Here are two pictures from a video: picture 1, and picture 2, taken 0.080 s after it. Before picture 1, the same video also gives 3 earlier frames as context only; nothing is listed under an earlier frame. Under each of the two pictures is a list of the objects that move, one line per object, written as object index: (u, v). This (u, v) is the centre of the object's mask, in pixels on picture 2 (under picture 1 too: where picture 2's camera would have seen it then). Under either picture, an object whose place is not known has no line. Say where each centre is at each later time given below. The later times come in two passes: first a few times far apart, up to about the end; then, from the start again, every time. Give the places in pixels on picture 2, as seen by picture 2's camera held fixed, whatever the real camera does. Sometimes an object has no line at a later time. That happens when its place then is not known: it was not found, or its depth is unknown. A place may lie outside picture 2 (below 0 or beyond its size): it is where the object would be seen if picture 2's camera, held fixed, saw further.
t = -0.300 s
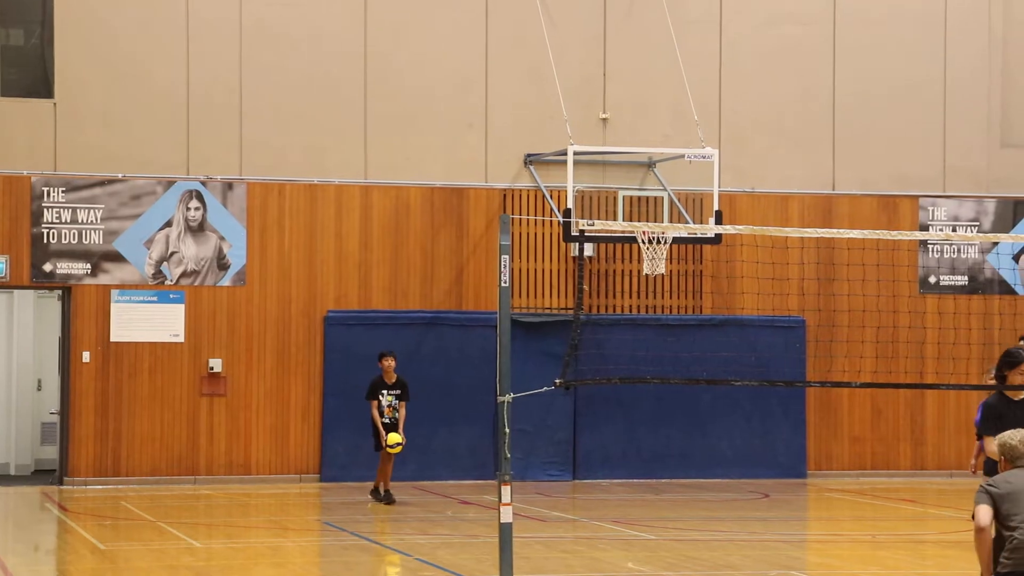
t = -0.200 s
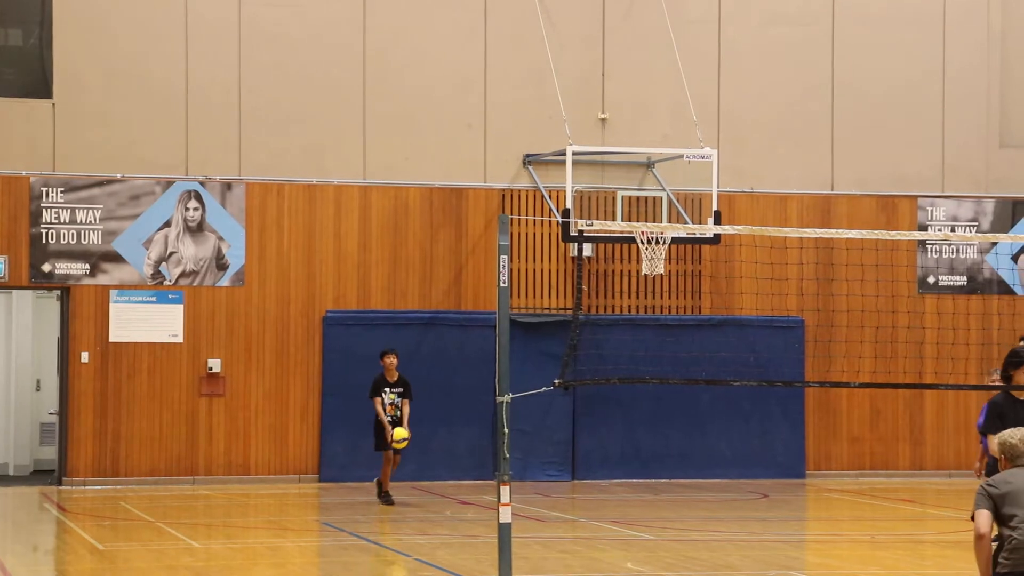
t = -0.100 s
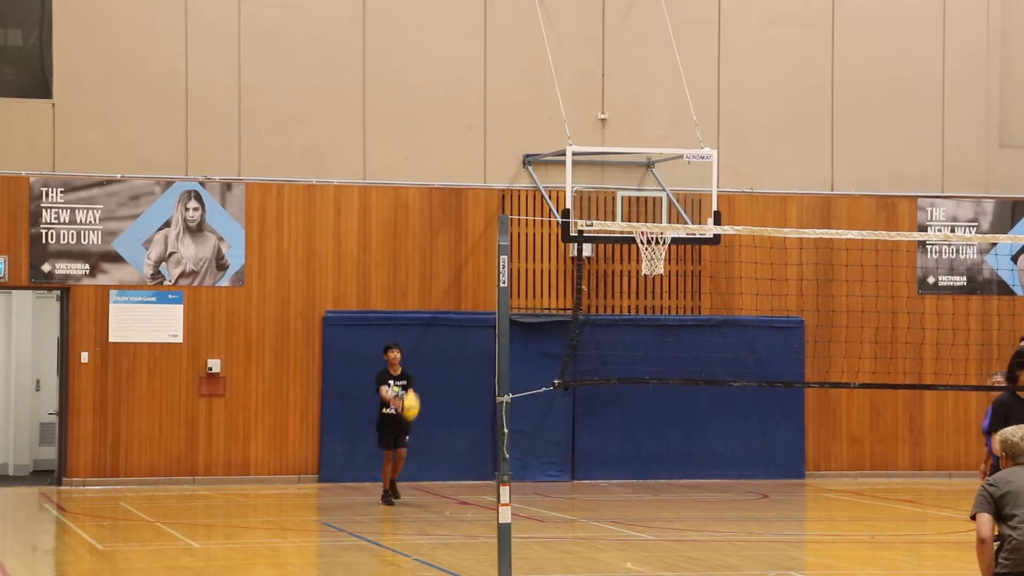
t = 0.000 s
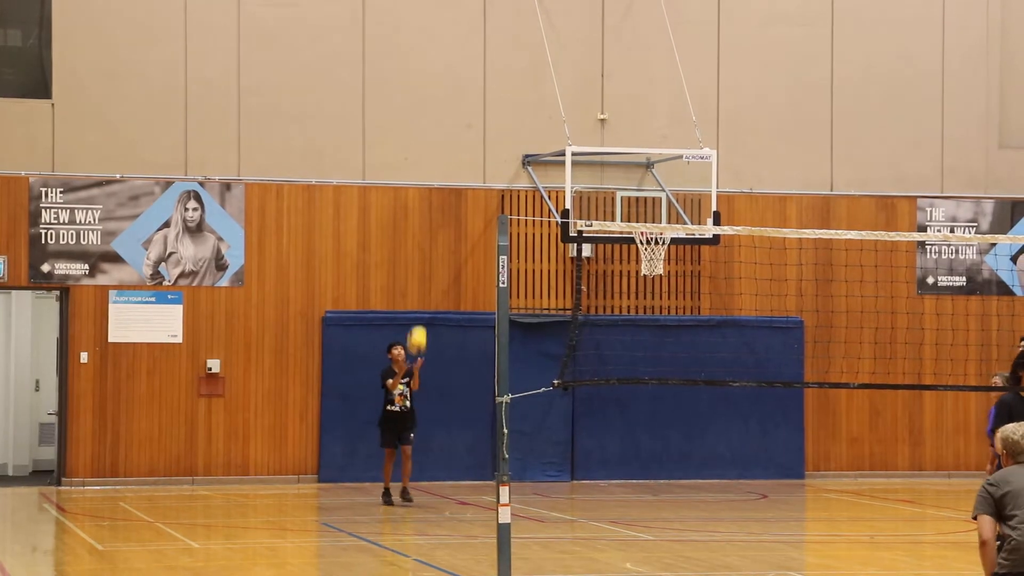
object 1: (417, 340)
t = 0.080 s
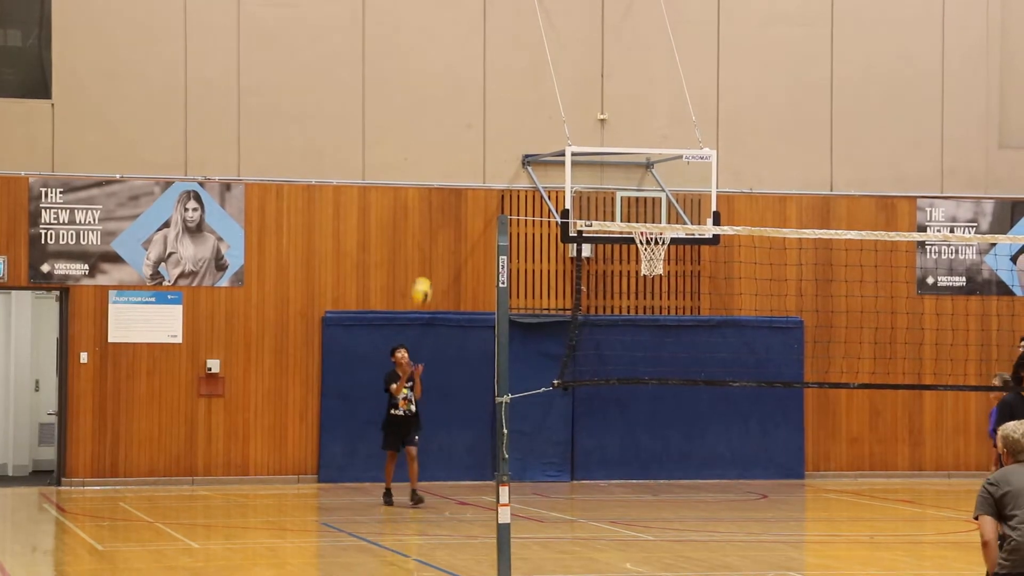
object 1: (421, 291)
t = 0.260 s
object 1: (431, 204)
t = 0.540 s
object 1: (447, 131)
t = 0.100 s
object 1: (423, 279)
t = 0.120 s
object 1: (424, 268)
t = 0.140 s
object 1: (425, 258)
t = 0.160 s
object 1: (426, 247)
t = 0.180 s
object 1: (427, 238)
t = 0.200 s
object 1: (428, 228)
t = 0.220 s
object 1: (429, 221)
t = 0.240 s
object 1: (430, 212)
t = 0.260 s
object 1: (431, 204)
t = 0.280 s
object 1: (432, 197)
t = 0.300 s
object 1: (433, 189)
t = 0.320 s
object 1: (434, 182)
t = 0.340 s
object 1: (435, 175)
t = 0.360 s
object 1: (436, 169)
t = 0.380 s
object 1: (437, 164)
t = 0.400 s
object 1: (438, 158)
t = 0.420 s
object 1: (439, 153)
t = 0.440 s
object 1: (441, 148)
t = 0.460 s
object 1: (442, 144)
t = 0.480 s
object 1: (443, 140)
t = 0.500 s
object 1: (444, 136)
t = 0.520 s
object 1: (445, 133)
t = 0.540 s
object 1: (447, 131)
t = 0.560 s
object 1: (448, 128)
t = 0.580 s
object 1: (449, 126)
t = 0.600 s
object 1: (450, 125)
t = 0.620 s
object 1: (451, 123)
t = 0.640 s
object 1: (452, 122)
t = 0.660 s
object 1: (453, 122)
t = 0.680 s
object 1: (454, 122)
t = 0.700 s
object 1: (455, 122)
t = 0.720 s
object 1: (456, 123)
